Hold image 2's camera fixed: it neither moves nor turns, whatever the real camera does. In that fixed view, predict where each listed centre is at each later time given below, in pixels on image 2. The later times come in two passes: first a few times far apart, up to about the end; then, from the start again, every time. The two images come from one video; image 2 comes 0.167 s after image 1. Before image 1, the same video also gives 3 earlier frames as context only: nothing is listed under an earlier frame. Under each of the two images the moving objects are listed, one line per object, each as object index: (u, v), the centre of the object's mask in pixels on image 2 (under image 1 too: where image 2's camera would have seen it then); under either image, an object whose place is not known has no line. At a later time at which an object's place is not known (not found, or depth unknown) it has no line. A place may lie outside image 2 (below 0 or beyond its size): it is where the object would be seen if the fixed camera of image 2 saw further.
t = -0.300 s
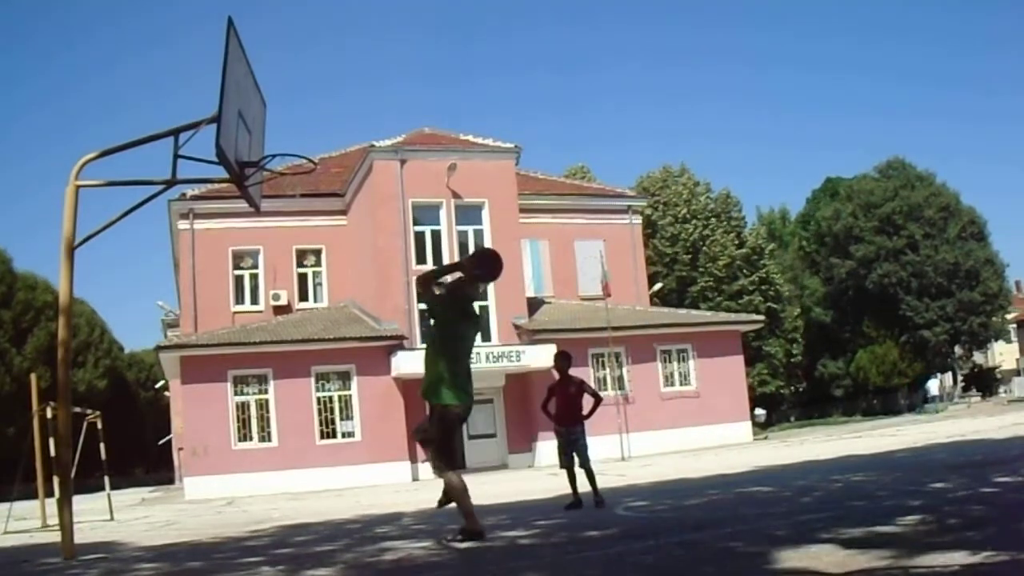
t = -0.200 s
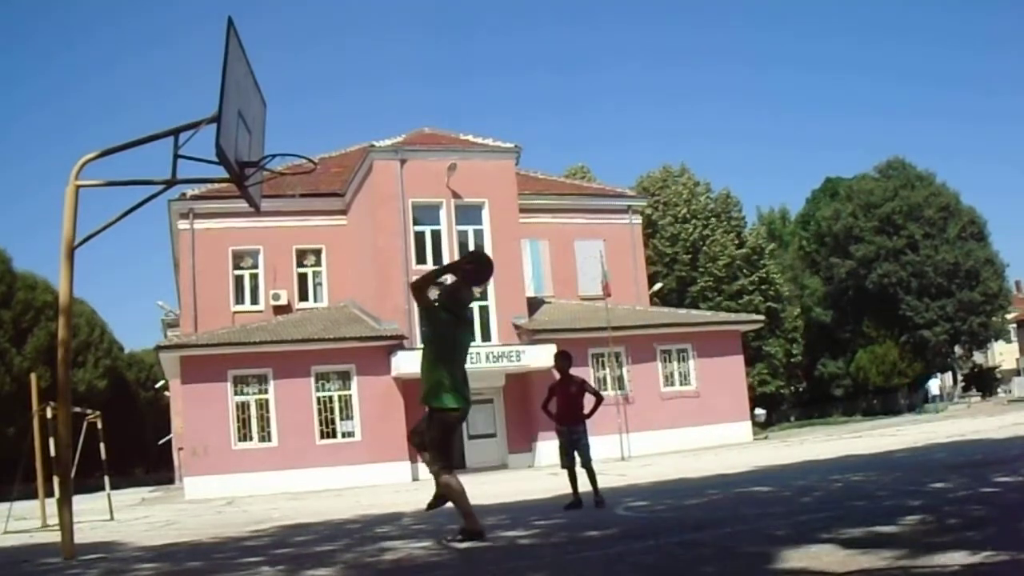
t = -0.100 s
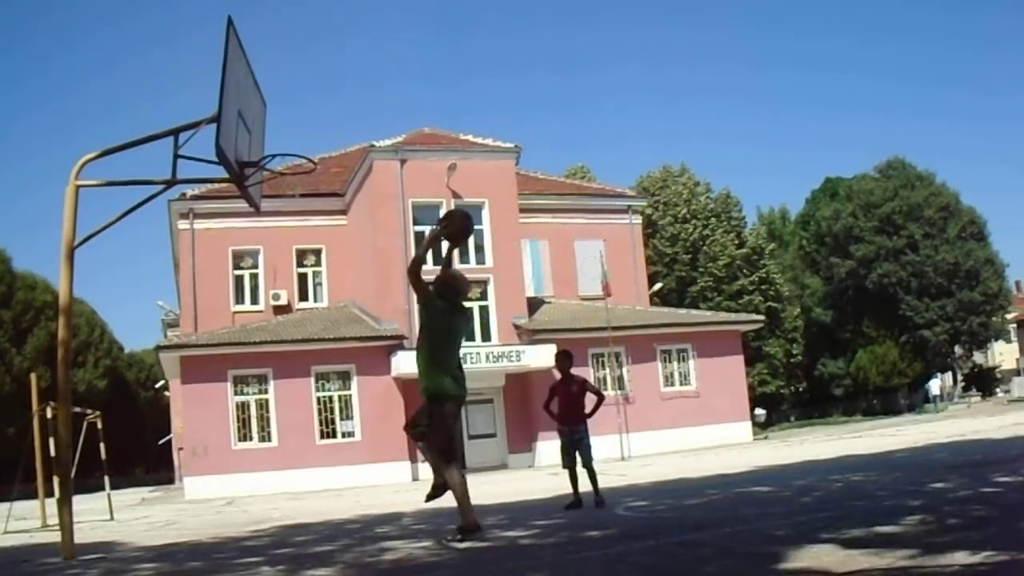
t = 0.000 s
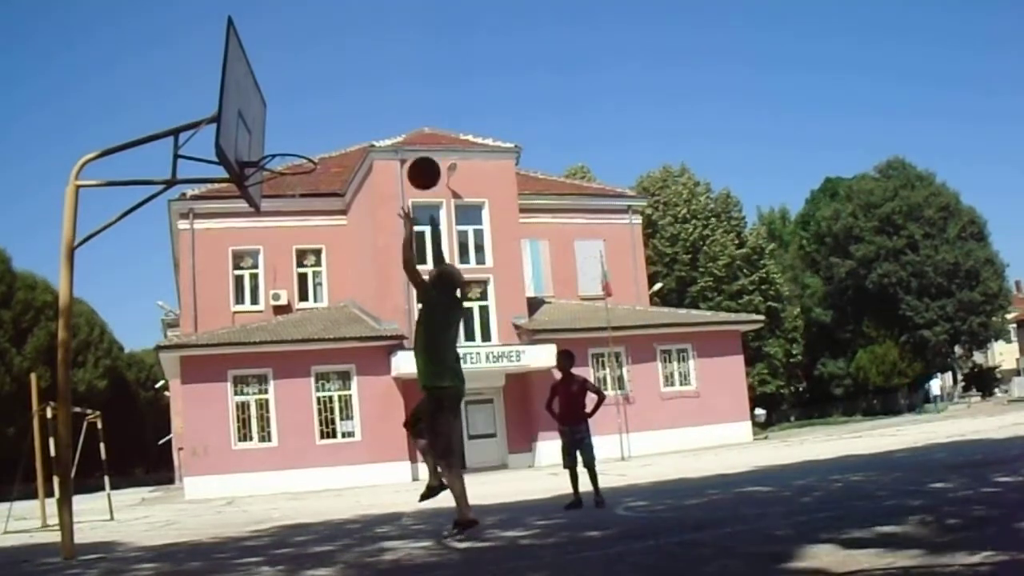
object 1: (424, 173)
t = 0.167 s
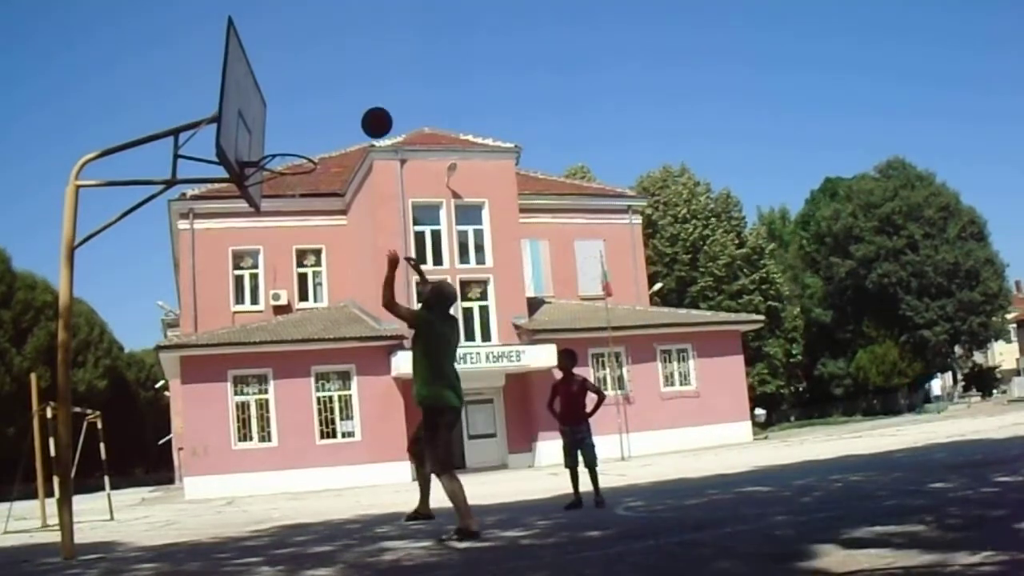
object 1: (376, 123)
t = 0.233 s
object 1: (360, 114)
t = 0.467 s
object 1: (308, 125)
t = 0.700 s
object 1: (280, 137)
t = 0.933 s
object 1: (276, 129)
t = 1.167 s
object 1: (289, 167)
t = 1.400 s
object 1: (295, 195)
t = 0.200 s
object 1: (368, 117)
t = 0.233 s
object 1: (360, 114)
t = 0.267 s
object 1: (352, 111)
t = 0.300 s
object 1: (344, 110)
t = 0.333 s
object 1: (336, 111)
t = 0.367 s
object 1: (329, 113)
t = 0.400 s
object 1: (322, 116)
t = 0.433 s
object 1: (315, 120)
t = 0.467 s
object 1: (308, 125)
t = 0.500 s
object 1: (301, 132)
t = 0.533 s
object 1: (294, 140)
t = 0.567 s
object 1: (288, 149)
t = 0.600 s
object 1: (282, 158)
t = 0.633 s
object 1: (281, 151)
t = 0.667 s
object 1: (280, 143)
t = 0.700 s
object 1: (280, 137)
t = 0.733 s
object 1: (279, 132)
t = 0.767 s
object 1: (278, 129)
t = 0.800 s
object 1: (278, 126)
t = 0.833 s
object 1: (277, 125)
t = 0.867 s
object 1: (277, 125)
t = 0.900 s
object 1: (276, 127)
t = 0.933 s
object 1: (276, 129)
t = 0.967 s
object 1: (275, 133)
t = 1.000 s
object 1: (274, 138)
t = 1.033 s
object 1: (274, 145)
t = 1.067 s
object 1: (273, 152)
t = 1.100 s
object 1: (278, 156)
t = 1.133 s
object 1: (284, 161)
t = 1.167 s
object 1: (289, 167)
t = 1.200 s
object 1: (295, 175)
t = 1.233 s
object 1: (300, 183)
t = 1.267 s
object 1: (303, 186)
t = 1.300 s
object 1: (301, 187)
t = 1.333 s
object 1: (299, 188)
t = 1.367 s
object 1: (298, 191)
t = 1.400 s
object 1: (295, 195)
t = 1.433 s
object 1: (293, 200)
